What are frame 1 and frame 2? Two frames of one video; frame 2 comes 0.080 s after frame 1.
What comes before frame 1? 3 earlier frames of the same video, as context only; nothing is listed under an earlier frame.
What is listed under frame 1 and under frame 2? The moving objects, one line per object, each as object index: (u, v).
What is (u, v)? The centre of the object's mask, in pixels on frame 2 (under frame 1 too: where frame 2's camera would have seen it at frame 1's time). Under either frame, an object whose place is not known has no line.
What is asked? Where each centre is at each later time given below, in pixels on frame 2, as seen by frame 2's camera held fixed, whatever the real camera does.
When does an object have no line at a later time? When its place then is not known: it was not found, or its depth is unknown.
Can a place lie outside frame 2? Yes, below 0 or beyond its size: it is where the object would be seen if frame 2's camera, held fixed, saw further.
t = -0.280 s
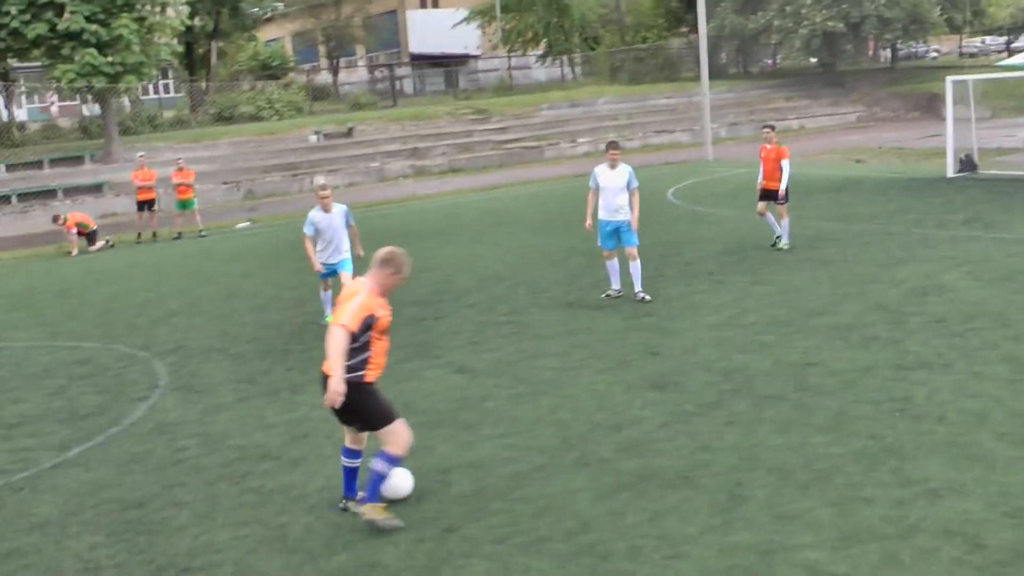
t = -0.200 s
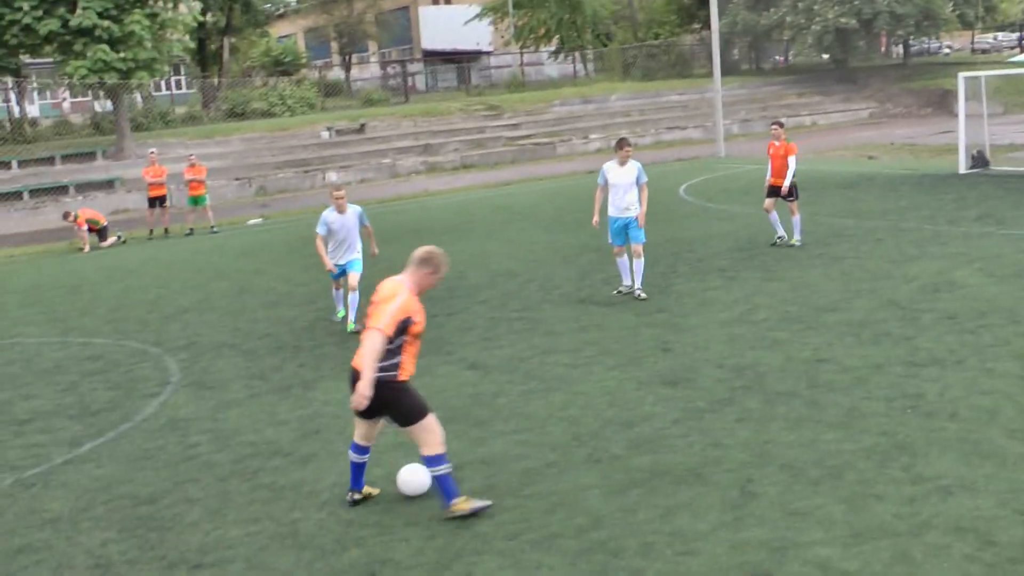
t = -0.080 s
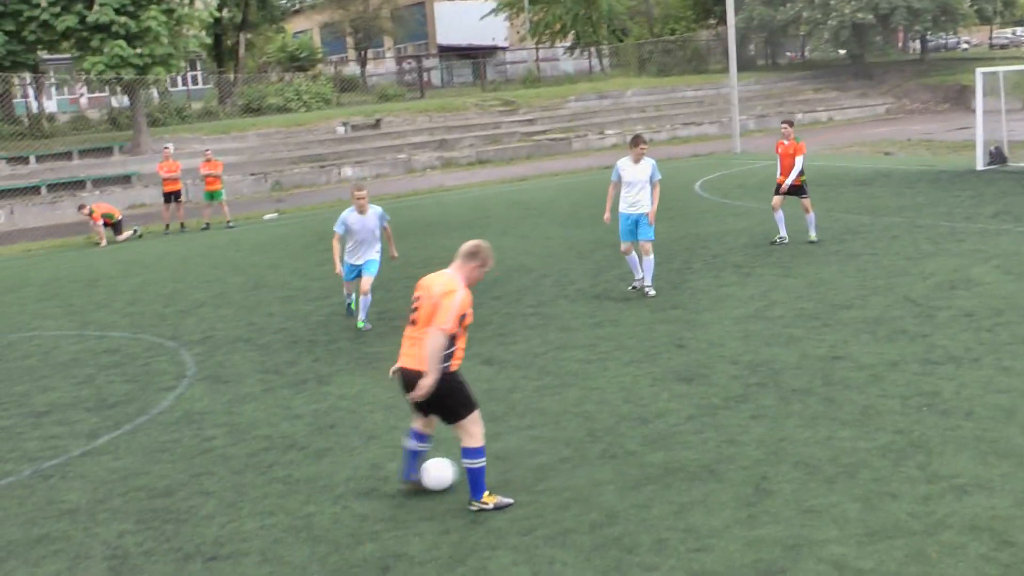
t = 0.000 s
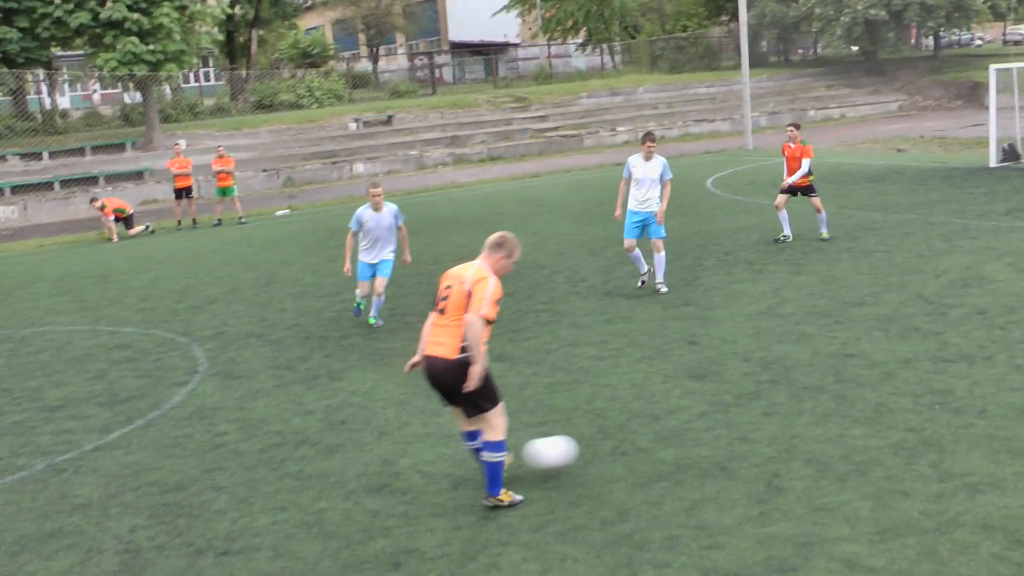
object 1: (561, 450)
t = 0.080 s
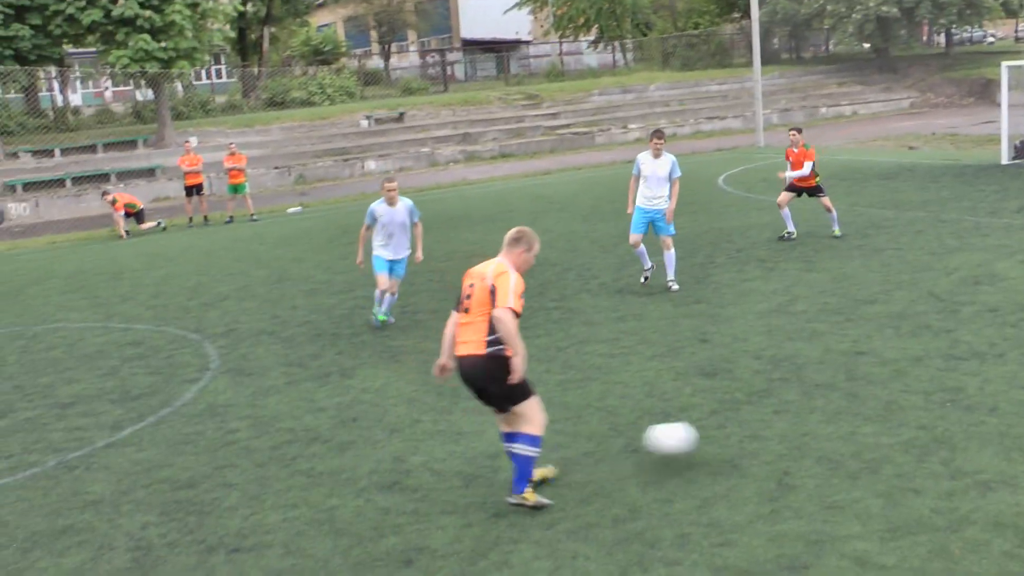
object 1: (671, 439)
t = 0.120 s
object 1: (724, 437)
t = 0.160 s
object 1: (777, 436)
